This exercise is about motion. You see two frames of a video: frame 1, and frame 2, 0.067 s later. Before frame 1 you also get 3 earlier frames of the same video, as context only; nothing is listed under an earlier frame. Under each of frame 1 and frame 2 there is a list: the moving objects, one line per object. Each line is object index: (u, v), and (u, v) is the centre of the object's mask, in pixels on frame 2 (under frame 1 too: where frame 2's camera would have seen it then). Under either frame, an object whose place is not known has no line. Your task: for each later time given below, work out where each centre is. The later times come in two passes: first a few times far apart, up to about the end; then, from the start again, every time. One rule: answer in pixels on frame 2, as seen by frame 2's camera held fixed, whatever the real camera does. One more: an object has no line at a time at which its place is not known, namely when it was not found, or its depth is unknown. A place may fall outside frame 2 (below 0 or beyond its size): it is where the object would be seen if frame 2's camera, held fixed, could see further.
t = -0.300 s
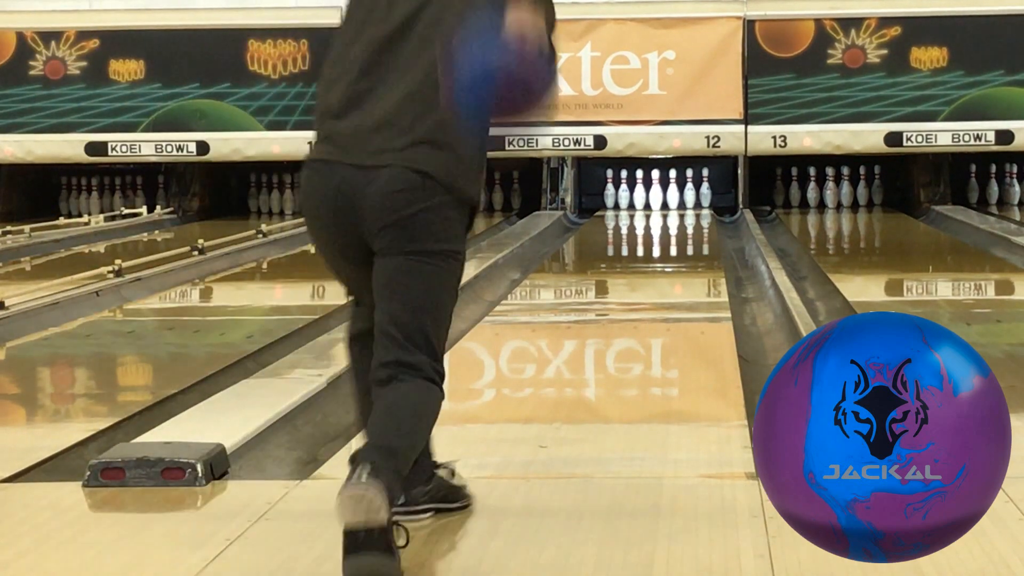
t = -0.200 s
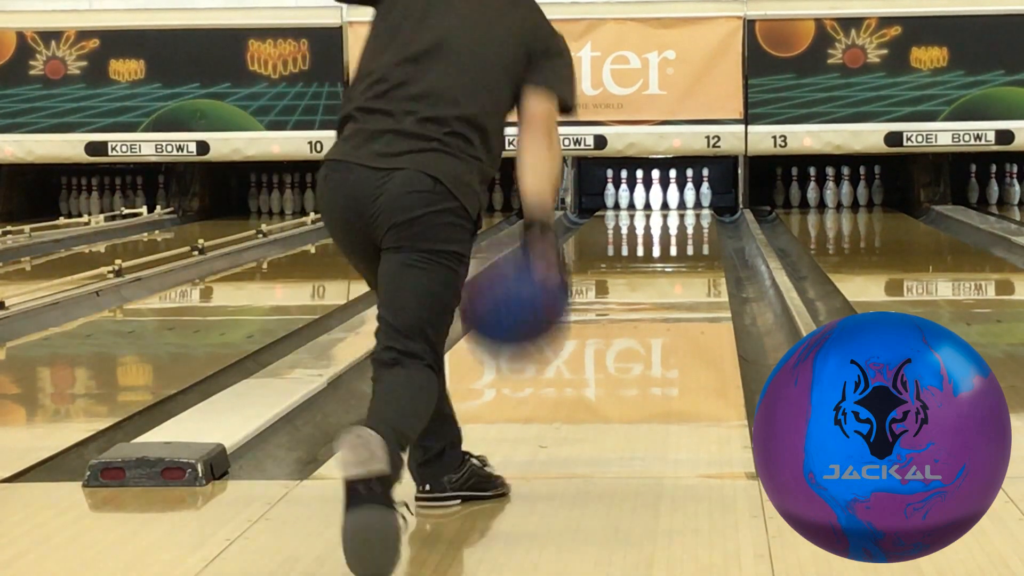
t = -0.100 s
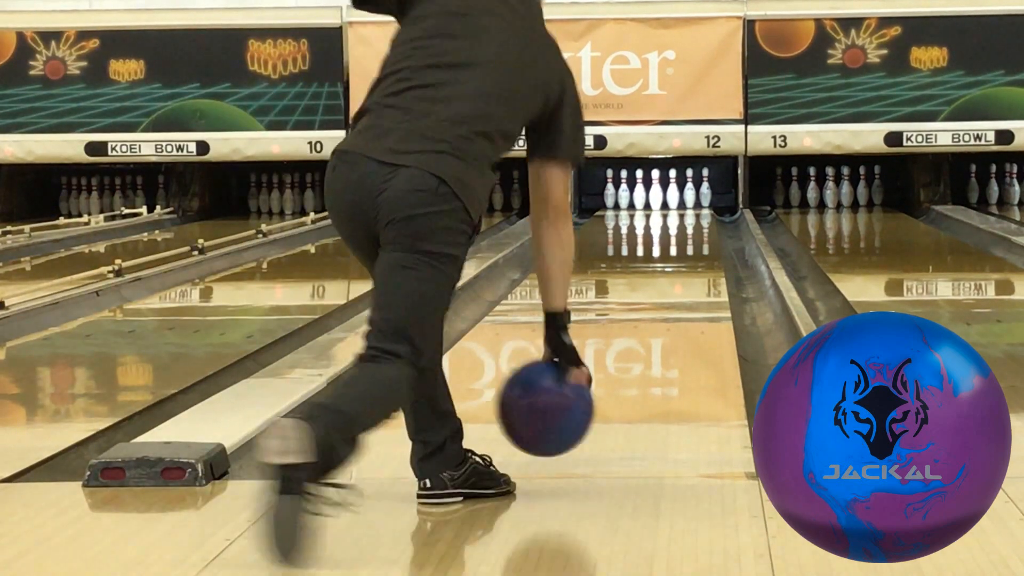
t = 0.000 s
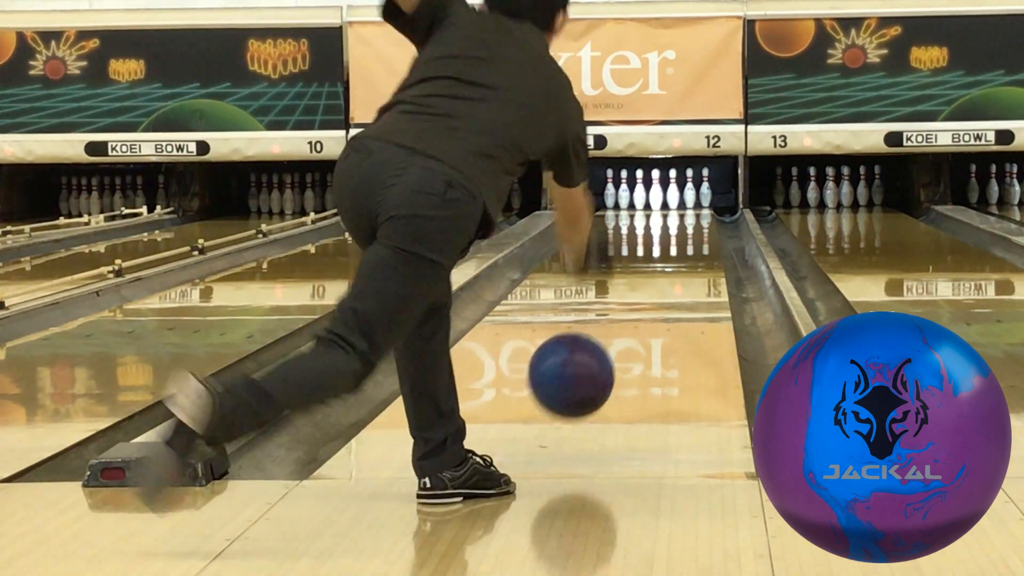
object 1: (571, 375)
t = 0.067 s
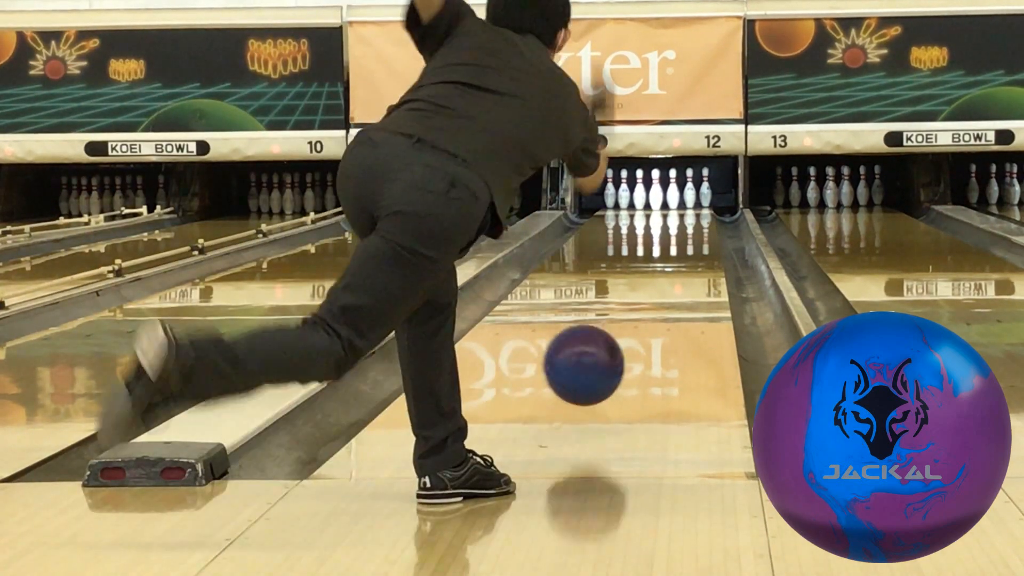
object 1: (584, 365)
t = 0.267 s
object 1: (614, 350)
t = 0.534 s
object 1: (640, 308)
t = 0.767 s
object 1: (656, 282)
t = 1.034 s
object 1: (668, 259)
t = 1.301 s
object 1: (678, 242)
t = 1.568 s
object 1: (684, 230)
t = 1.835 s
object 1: (686, 220)
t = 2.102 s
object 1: (684, 212)
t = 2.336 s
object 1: (678, 206)
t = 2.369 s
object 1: (677, 205)
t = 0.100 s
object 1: (590, 366)
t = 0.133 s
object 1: (595, 371)
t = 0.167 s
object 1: (600, 369)
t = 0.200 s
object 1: (605, 359)
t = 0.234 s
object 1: (609, 354)
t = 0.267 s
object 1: (614, 350)
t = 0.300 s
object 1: (617, 344)
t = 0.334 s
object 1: (621, 338)
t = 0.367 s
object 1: (625, 332)
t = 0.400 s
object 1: (628, 327)
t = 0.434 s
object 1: (631, 322)
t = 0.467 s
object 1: (634, 316)
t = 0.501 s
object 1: (637, 312)
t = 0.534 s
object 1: (640, 308)
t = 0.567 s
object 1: (642, 303)
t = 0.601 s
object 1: (645, 299)
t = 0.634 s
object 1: (647, 296)
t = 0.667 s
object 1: (650, 292)
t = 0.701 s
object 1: (652, 289)
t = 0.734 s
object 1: (654, 286)
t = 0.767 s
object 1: (656, 282)
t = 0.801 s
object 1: (658, 279)
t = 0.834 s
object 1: (659, 276)
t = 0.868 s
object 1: (661, 273)
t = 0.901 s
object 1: (663, 270)
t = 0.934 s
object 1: (664, 267)
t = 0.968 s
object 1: (666, 264)
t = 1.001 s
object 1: (667, 262)
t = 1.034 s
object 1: (668, 259)
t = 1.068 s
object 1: (670, 257)
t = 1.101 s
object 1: (671, 255)
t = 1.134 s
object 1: (673, 252)
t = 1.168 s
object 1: (674, 250)
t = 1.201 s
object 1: (675, 248)
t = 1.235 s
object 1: (676, 246)
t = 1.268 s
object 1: (677, 244)
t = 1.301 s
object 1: (678, 242)
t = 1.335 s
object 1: (679, 241)
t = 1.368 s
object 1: (680, 239)
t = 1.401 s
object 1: (681, 238)
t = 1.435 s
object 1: (682, 236)
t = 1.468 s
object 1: (683, 235)
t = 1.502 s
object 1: (683, 233)
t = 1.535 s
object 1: (684, 232)
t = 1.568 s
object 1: (684, 230)
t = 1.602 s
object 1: (685, 229)
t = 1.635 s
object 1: (685, 228)
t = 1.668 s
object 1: (685, 227)
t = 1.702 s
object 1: (686, 225)
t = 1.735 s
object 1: (686, 224)
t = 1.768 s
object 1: (686, 223)
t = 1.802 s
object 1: (686, 222)
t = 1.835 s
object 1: (686, 220)
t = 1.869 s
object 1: (687, 219)
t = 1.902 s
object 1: (687, 218)
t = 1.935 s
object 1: (686, 217)
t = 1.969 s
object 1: (686, 216)
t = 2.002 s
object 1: (686, 215)
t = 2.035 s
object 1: (686, 214)
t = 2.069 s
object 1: (685, 213)
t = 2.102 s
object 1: (684, 212)
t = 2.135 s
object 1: (684, 211)
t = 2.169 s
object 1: (683, 210)
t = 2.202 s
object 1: (682, 209)
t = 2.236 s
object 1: (681, 208)
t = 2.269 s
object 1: (680, 207)
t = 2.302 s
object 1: (679, 206)
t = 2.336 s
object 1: (678, 206)
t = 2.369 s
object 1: (677, 205)
